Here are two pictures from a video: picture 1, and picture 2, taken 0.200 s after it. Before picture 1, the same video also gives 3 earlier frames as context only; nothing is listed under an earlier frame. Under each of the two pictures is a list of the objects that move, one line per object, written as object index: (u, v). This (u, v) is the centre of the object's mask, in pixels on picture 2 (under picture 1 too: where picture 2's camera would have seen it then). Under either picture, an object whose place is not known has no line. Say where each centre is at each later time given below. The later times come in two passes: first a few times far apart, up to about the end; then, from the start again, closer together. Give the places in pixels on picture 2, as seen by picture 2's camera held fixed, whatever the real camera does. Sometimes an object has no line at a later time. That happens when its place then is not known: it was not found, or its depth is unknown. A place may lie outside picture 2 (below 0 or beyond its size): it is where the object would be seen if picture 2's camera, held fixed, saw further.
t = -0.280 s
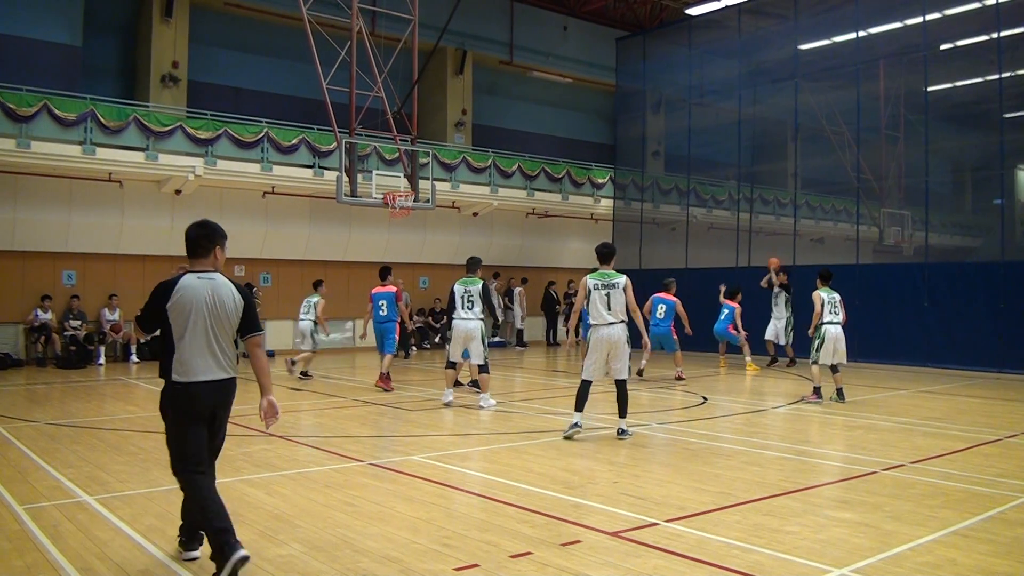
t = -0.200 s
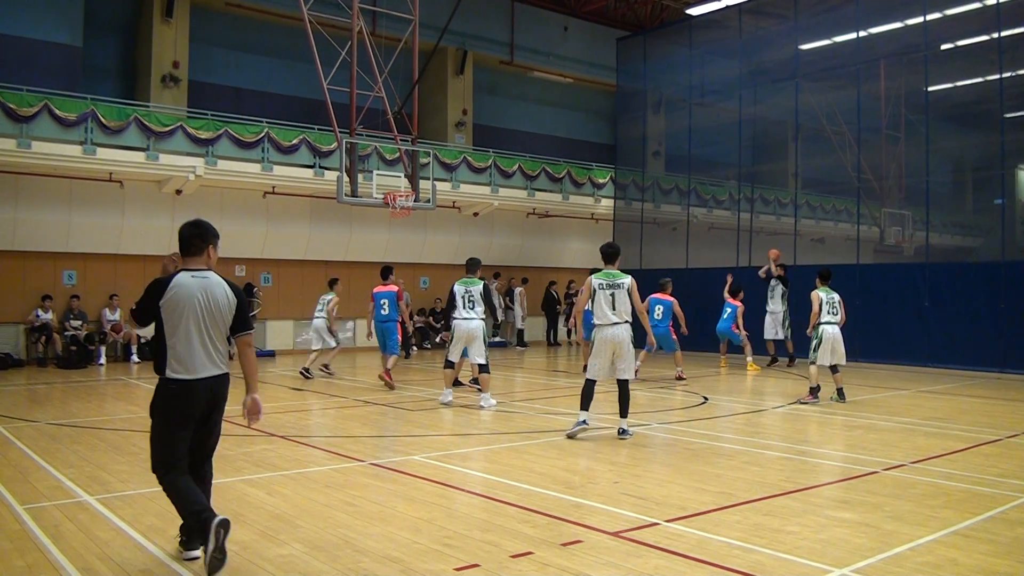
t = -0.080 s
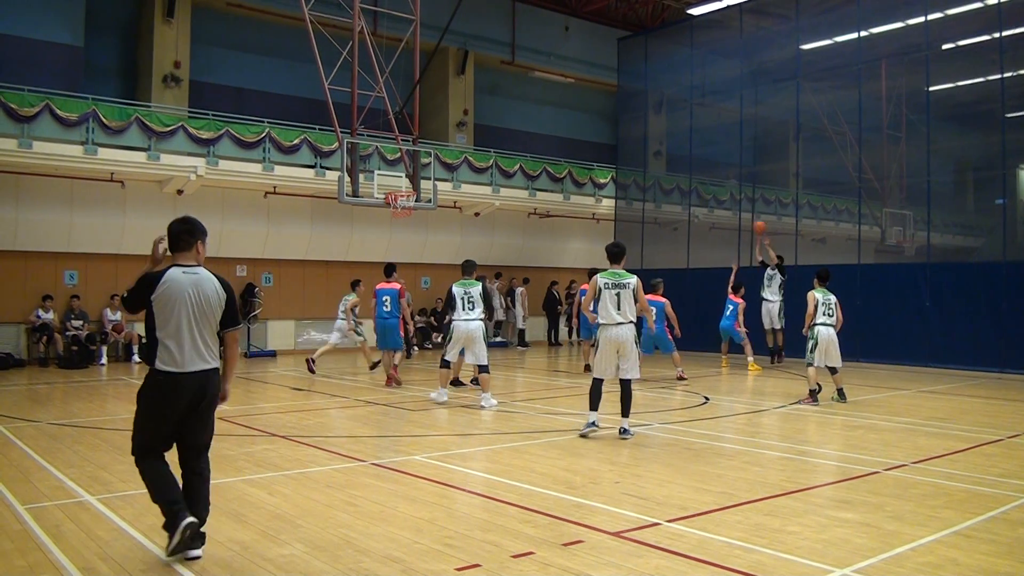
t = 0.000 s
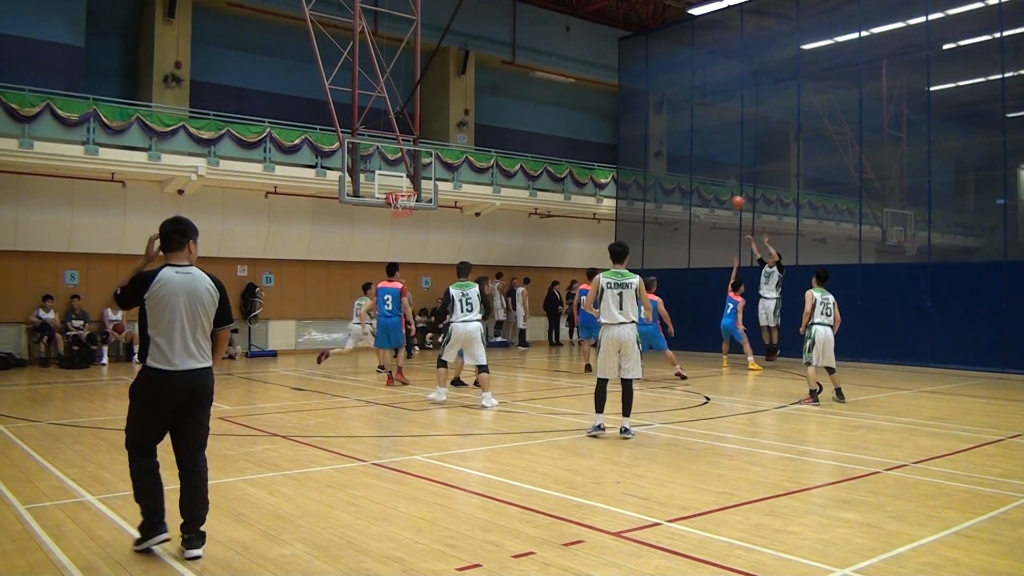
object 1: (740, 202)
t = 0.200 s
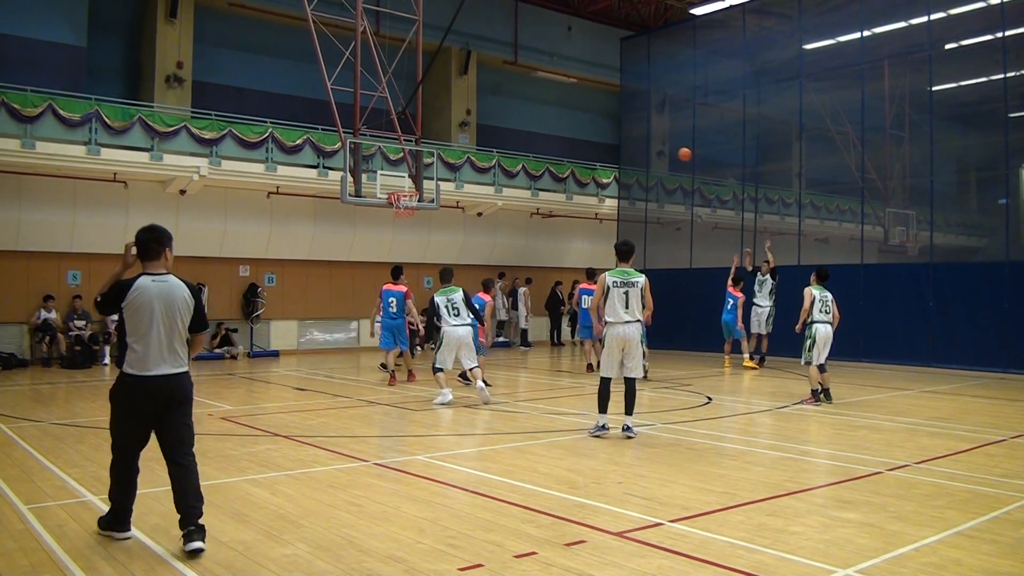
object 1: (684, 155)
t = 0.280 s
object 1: (662, 141)
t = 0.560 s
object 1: (581, 117)
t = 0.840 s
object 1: (497, 135)
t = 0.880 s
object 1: (485, 140)
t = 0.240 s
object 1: (673, 147)
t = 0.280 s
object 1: (662, 141)
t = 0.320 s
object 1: (651, 135)
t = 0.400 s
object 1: (627, 126)
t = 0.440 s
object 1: (616, 122)
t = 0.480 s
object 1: (604, 120)
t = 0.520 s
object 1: (593, 118)
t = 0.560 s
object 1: (581, 117)
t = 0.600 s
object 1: (569, 116)
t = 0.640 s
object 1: (557, 118)
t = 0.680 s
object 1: (545, 119)
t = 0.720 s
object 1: (533, 122)
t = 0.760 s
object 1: (521, 125)
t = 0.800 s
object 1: (509, 129)
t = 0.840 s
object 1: (497, 135)
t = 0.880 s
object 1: (485, 140)
